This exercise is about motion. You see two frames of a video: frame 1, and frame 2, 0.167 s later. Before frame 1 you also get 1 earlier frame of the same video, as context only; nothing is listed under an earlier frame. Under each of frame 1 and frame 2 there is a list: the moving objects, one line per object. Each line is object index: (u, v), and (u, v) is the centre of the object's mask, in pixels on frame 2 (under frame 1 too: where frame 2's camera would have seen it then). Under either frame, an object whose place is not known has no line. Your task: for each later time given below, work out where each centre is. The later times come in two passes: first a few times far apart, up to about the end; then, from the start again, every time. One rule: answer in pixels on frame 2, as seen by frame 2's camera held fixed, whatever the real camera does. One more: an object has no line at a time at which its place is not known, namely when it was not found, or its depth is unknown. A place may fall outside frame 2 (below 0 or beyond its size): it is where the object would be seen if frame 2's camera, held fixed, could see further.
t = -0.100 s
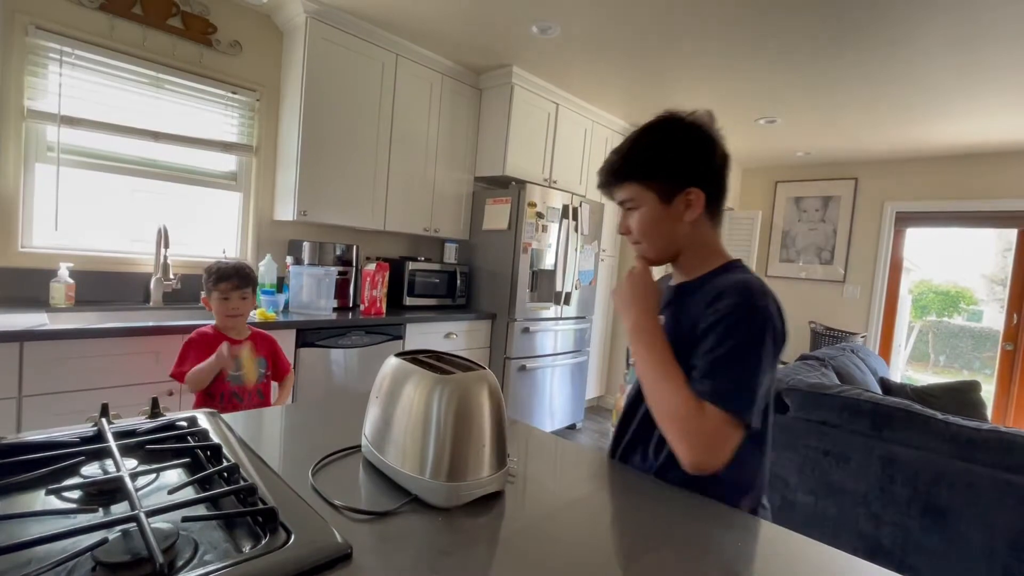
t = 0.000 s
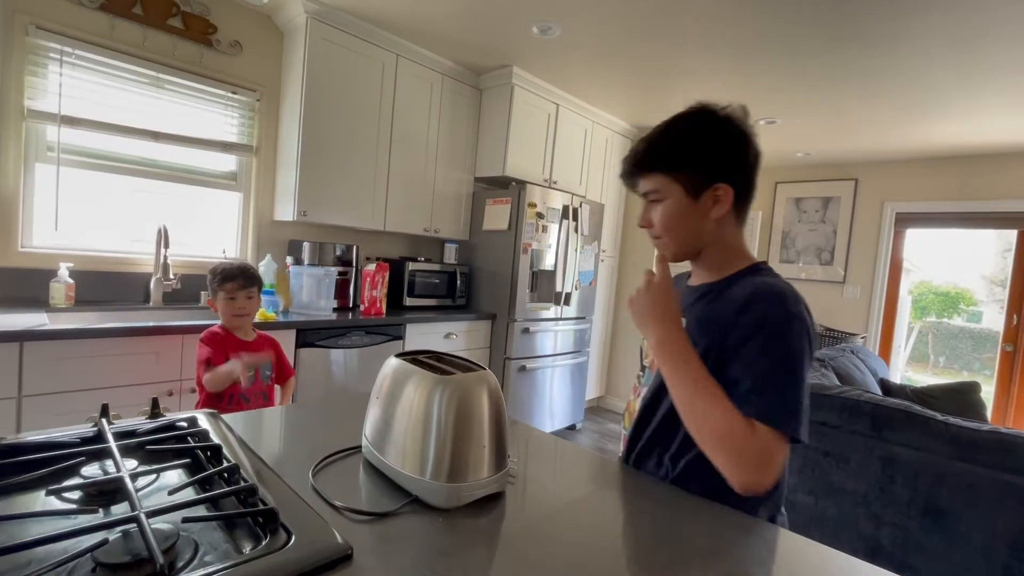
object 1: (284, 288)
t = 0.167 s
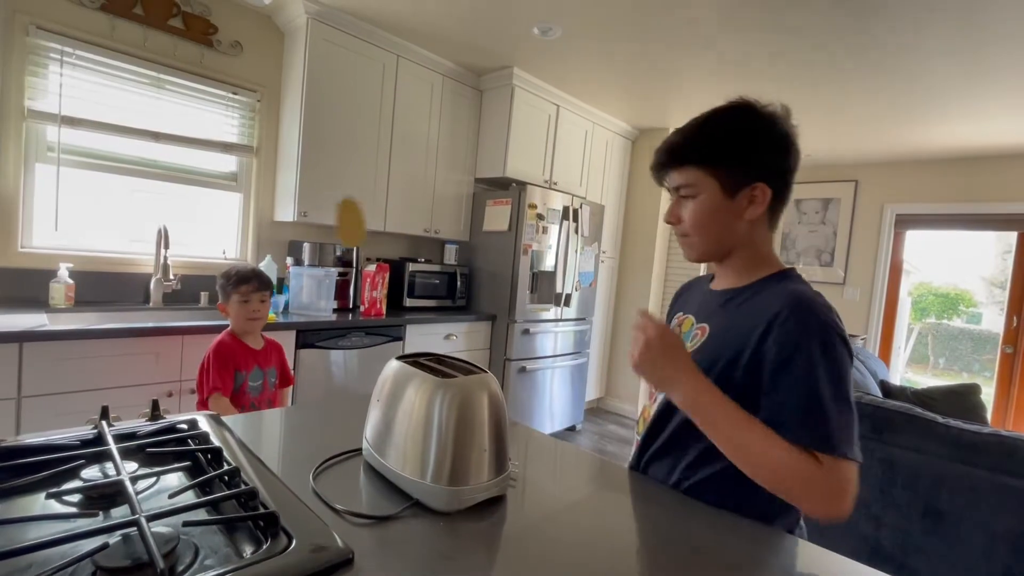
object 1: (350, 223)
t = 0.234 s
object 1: (383, 228)
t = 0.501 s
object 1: (452, 363)
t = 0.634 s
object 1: (419, 509)
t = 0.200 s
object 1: (366, 222)
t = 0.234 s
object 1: (383, 228)
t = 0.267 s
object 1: (401, 238)
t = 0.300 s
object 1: (441, 283)
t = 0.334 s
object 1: (462, 316)
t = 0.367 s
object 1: (473, 340)
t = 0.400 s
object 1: (470, 332)
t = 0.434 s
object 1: (465, 334)
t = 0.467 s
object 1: (460, 345)
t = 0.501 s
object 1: (452, 363)
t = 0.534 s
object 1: (445, 385)
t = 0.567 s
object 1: (438, 412)
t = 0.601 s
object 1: (429, 458)
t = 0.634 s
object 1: (419, 509)
